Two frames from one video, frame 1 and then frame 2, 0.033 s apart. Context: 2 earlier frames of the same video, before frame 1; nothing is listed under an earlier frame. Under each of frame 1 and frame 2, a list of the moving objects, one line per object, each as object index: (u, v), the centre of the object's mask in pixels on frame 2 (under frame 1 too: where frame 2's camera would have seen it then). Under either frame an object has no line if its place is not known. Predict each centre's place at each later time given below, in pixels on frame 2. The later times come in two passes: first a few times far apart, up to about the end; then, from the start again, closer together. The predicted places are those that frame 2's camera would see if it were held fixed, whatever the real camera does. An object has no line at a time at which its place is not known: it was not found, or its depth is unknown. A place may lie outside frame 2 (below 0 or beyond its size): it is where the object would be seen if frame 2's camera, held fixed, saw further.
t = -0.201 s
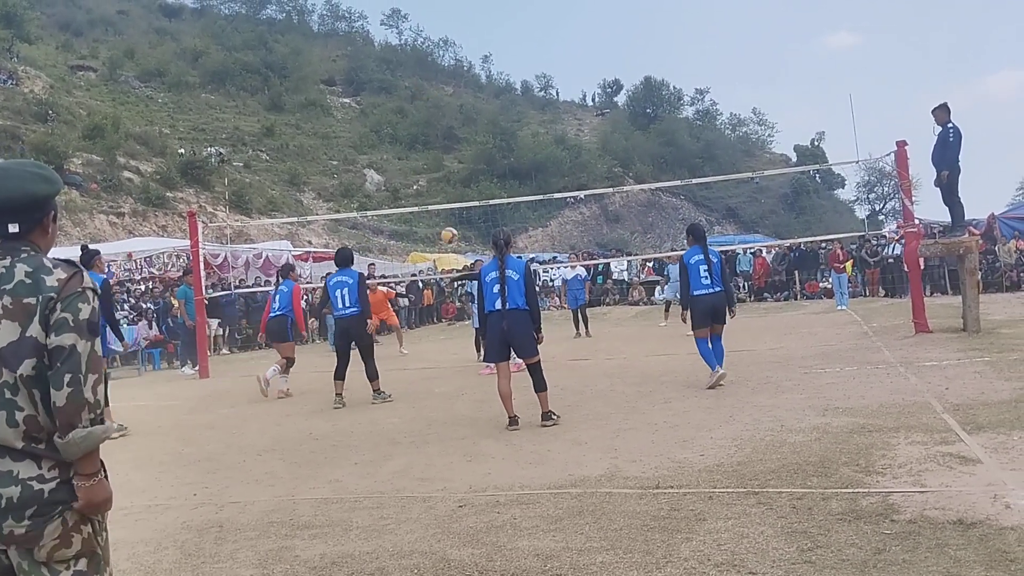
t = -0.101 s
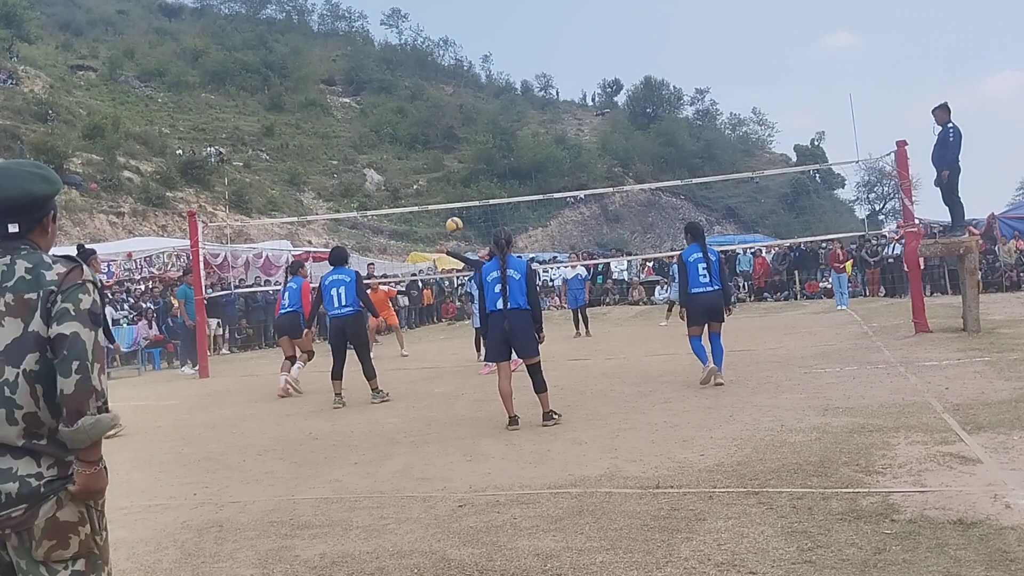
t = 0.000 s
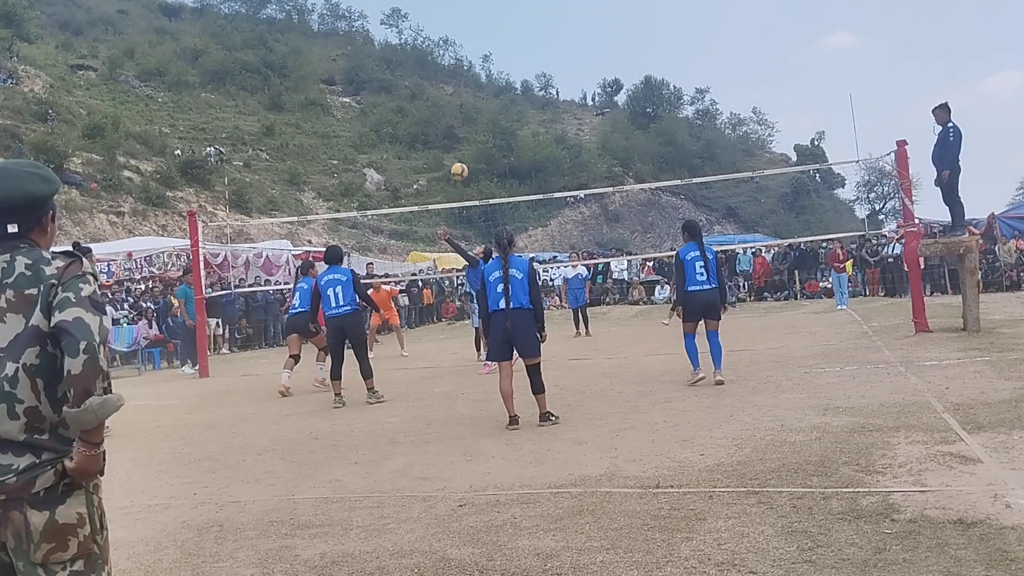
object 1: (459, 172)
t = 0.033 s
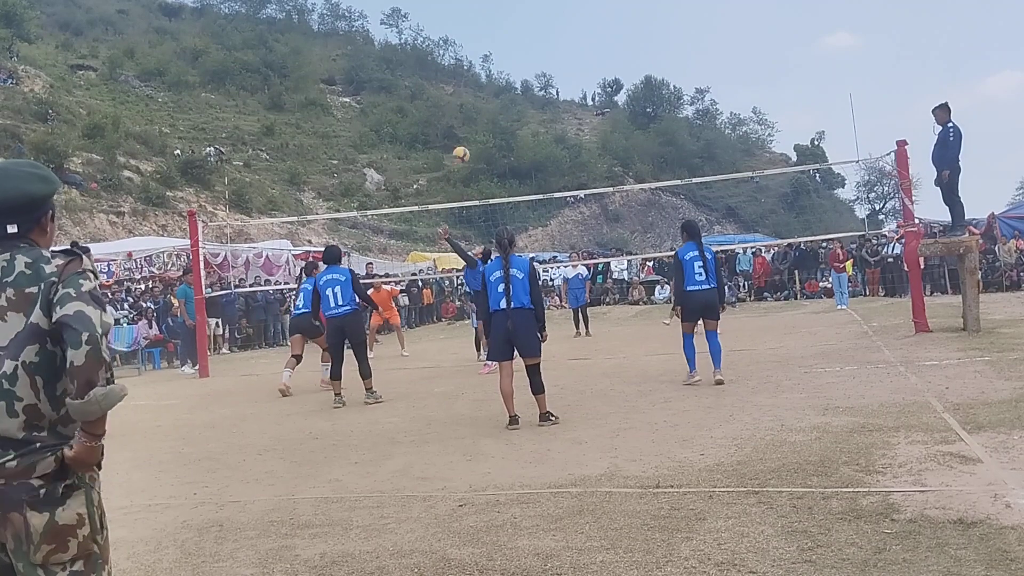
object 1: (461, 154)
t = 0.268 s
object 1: (474, 67)
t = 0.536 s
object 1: (492, 17)
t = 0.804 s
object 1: (514, 24)
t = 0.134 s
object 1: (466, 112)
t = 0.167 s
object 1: (468, 99)
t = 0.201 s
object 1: (470, 88)
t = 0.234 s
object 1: (471, 77)
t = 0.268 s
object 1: (474, 67)
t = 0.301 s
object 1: (476, 57)
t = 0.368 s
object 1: (481, 41)
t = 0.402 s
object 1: (483, 35)
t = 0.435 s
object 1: (485, 29)
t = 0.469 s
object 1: (487, 24)
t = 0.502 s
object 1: (490, 20)
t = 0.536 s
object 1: (492, 17)
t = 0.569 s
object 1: (495, 14)
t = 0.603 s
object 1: (497, 13)
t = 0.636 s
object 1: (500, 13)
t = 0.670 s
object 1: (503, 13)
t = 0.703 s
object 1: (506, 14)
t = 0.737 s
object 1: (508, 17)
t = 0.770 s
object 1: (511, 20)
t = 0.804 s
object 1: (514, 24)
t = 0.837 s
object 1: (517, 29)
